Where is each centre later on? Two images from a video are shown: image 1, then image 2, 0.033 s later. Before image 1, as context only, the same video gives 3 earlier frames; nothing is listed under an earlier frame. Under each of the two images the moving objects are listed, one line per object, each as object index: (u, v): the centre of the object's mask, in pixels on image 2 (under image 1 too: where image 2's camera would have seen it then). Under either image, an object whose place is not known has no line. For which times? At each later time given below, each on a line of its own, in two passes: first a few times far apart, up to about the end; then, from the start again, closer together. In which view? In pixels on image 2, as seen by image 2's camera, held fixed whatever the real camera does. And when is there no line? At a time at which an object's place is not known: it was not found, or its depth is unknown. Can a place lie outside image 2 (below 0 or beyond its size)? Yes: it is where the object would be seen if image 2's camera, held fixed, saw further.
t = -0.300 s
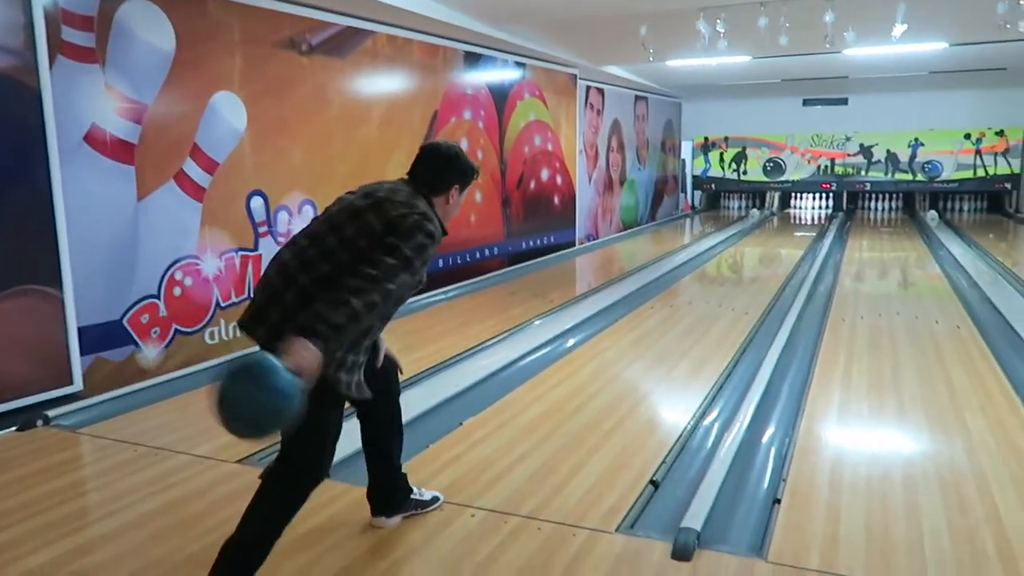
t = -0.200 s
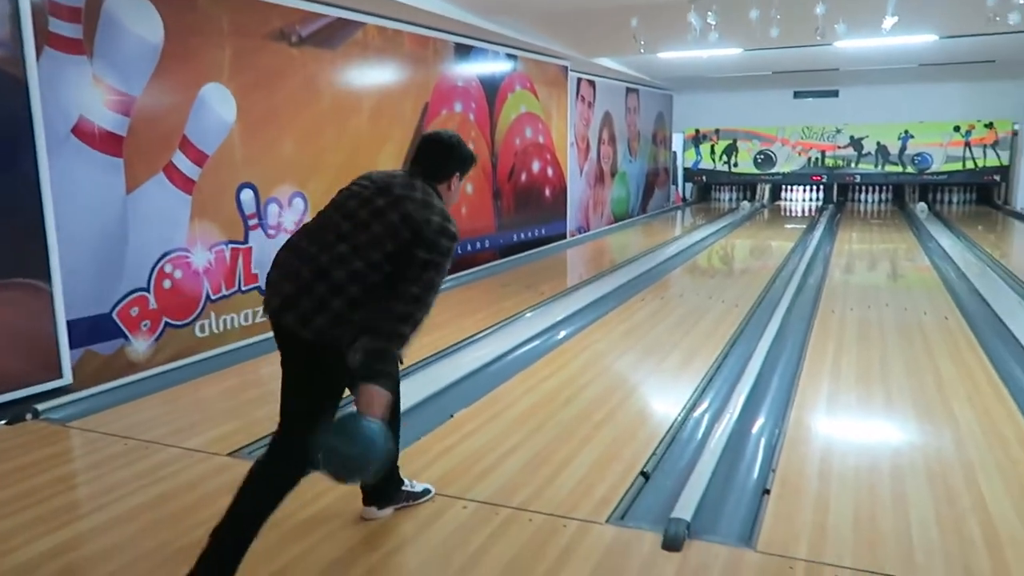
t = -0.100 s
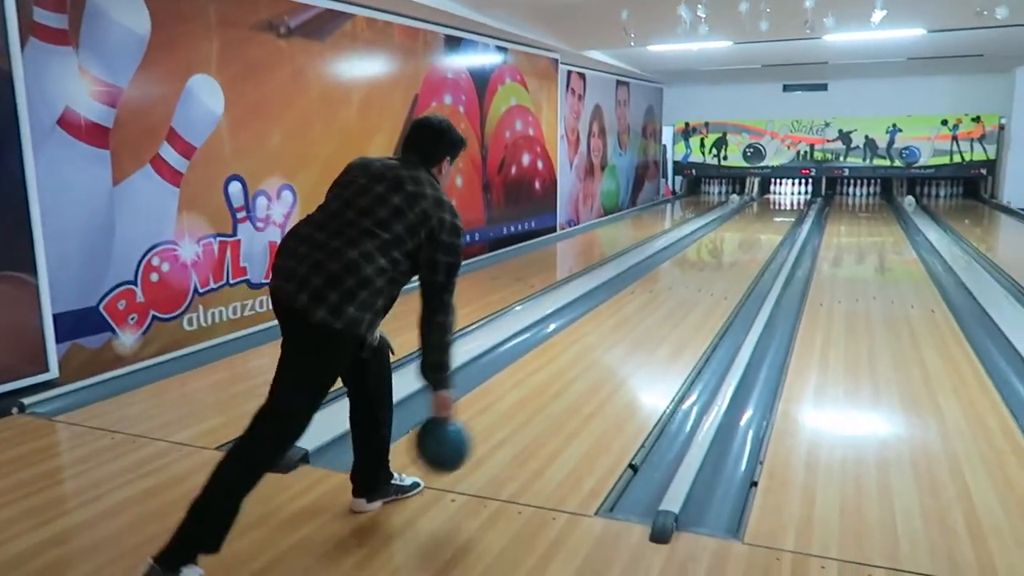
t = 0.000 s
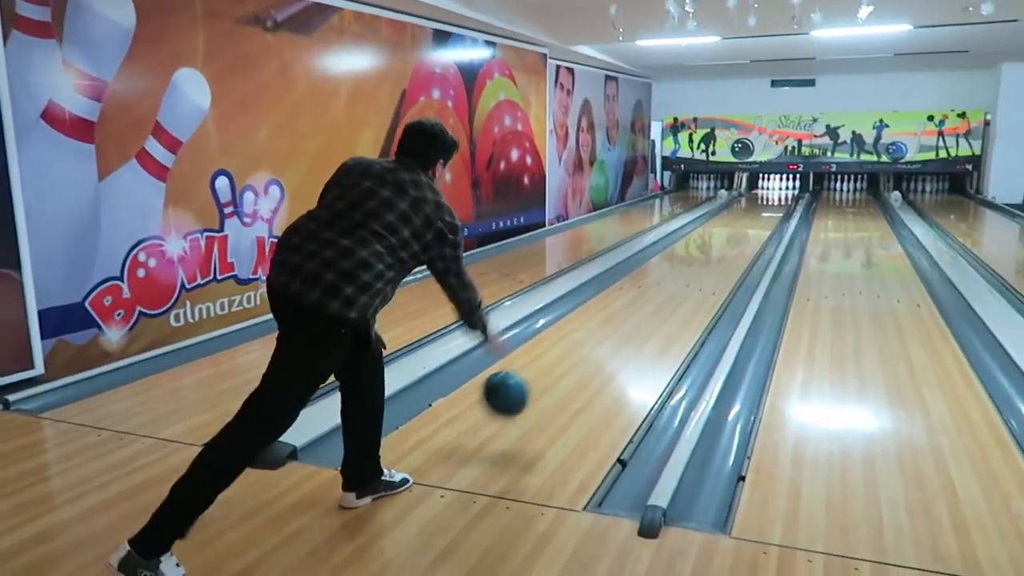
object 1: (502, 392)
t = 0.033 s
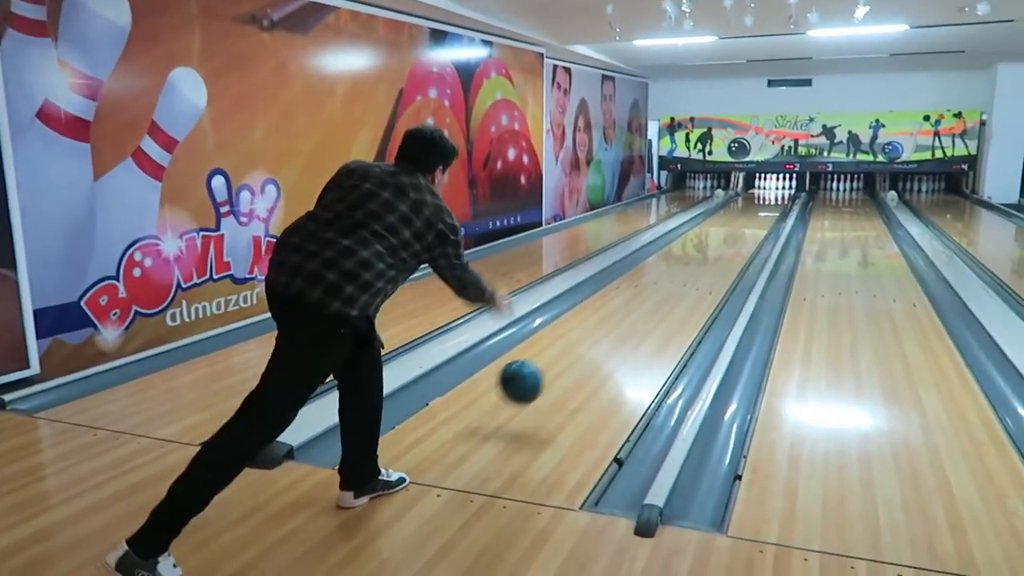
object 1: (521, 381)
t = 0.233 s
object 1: (601, 339)
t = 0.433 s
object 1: (648, 298)
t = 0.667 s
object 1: (682, 269)
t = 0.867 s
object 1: (702, 251)
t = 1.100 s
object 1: (720, 236)
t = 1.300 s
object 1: (730, 227)
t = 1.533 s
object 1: (740, 217)
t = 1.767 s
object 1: (748, 211)
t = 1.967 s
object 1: (753, 206)
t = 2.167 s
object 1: (759, 202)
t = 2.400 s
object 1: (762, 198)
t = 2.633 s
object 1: (766, 195)
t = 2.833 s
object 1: (770, 192)
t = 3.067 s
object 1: (773, 189)
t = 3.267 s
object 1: (777, 186)
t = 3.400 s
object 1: (781, 185)
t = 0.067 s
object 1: (538, 373)
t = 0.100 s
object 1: (554, 368)
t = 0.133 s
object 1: (567, 366)
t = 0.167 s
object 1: (579, 357)
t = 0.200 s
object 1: (591, 347)
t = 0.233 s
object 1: (601, 339)
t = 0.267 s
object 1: (610, 330)
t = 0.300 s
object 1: (619, 323)
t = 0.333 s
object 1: (627, 316)
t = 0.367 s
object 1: (634, 309)
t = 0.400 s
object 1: (641, 304)
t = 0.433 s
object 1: (648, 298)
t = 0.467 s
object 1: (654, 293)
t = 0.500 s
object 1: (659, 288)
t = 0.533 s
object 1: (665, 283)
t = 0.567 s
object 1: (669, 280)
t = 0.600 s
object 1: (674, 275)
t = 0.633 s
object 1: (679, 272)
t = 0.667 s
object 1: (682, 269)
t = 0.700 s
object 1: (686, 265)
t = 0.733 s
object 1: (690, 262)
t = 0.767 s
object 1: (693, 259)
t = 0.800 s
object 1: (696, 256)
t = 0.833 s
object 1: (699, 253)
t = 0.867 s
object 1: (702, 251)
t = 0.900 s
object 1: (705, 248)
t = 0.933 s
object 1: (708, 246)
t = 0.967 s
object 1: (710, 244)
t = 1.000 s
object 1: (713, 241)
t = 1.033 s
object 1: (715, 240)
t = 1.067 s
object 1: (718, 238)
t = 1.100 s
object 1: (720, 236)
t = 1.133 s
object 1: (722, 235)
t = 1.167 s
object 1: (724, 233)
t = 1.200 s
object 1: (725, 231)
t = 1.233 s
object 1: (727, 230)
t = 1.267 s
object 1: (729, 228)
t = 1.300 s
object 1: (730, 227)
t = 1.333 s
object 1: (732, 225)
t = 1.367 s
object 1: (734, 224)
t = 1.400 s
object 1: (735, 223)
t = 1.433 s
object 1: (737, 221)
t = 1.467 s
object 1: (738, 220)
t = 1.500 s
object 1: (740, 219)
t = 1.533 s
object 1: (740, 217)
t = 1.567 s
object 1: (742, 216)
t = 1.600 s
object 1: (743, 215)
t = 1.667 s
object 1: (745, 213)
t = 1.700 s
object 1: (746, 212)
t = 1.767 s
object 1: (748, 211)
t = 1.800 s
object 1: (749, 210)
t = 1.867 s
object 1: (751, 208)
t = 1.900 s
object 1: (752, 208)
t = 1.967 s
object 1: (753, 206)
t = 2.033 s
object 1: (754, 205)
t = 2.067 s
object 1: (757, 204)
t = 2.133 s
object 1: (757, 203)
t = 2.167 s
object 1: (759, 202)
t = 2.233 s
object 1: (759, 201)
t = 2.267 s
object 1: (760, 201)
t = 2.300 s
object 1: (760, 200)
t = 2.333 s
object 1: (761, 199)
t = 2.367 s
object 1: (763, 199)
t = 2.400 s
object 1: (762, 198)
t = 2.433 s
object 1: (763, 198)
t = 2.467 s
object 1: (764, 198)
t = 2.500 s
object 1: (764, 197)
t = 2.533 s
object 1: (764, 197)
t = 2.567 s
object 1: (765, 196)
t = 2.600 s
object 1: (766, 196)
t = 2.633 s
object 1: (766, 195)
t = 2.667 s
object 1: (767, 194)
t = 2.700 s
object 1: (768, 194)
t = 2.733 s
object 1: (768, 193)
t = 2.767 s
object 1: (769, 192)
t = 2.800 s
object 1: (769, 192)
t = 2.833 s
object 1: (770, 192)
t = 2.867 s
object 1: (771, 192)
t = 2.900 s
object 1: (772, 192)
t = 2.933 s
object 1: (772, 191)
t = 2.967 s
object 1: (772, 190)
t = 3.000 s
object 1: (773, 190)
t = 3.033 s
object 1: (773, 190)
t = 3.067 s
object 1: (773, 189)
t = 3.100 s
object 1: (773, 189)
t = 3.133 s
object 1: (773, 189)
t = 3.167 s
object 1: (773, 188)
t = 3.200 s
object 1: (773, 188)
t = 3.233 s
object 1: (774, 187)
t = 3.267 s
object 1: (777, 186)
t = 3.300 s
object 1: (778, 186)
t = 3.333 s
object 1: (780, 185)
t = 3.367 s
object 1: (780, 185)
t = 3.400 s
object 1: (781, 185)
